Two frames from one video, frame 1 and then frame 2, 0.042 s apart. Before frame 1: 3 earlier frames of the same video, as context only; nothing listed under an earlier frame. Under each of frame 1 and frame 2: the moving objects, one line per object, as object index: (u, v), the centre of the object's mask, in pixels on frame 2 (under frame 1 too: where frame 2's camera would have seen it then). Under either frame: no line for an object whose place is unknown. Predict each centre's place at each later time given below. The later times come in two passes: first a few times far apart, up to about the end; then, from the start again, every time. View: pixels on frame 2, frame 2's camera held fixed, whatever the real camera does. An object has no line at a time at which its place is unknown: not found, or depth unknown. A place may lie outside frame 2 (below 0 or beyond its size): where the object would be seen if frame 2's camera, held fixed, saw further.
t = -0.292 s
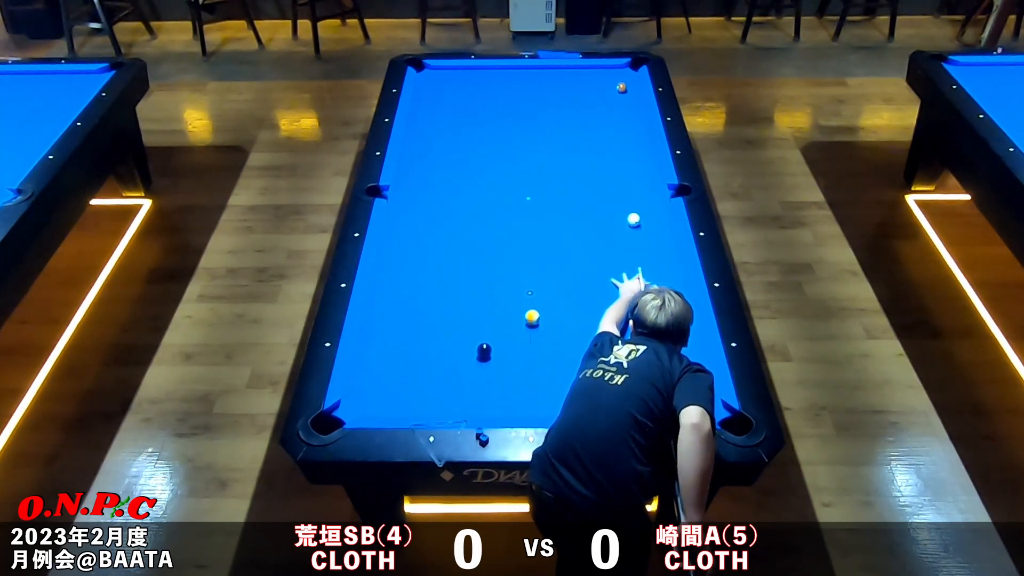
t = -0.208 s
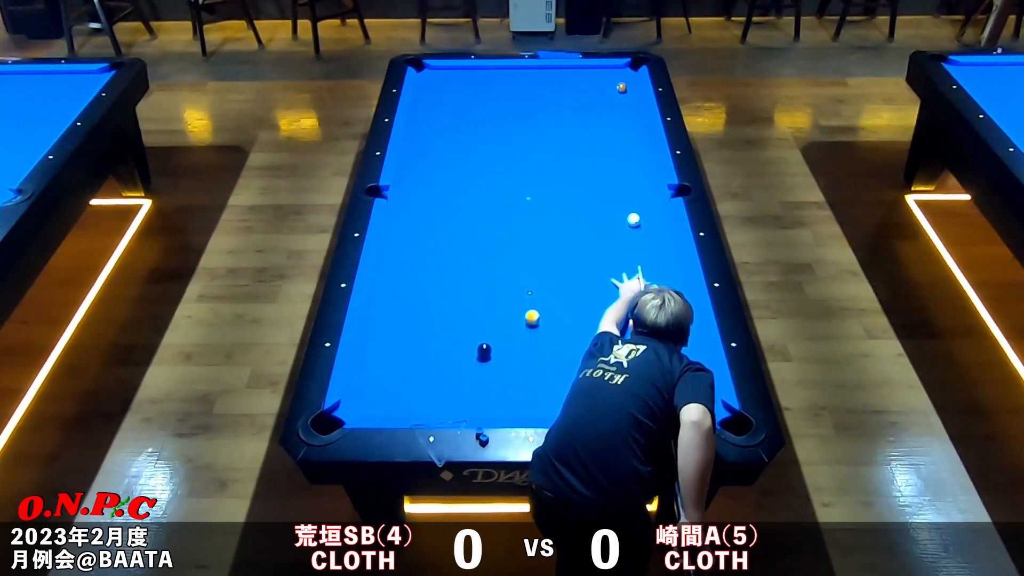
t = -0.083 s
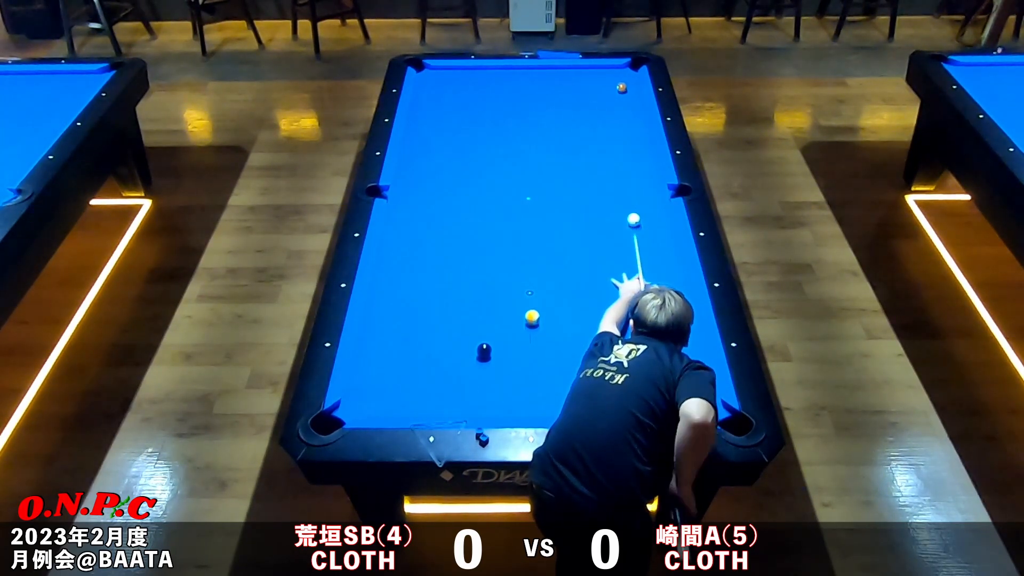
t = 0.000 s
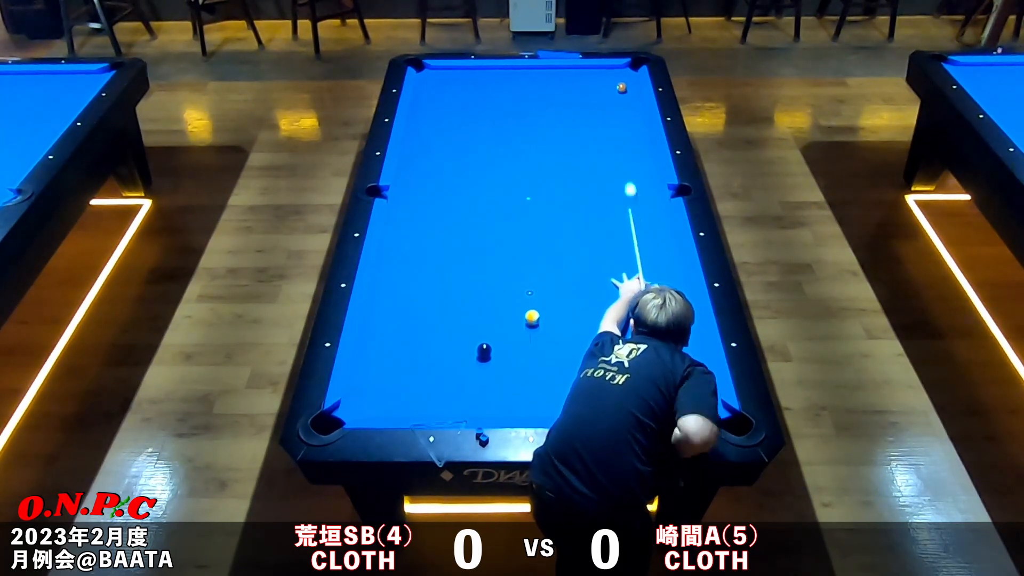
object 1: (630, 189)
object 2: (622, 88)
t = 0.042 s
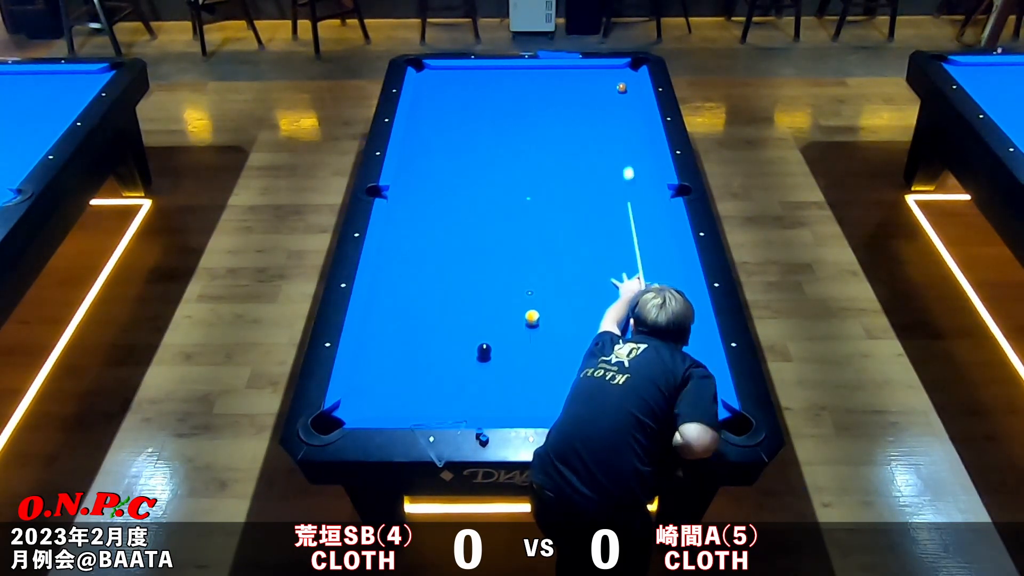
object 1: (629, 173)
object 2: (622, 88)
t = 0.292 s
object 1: (614, 91)
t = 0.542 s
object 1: (577, 76)
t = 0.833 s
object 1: (538, 77)
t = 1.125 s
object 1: (498, 90)
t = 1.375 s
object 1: (462, 103)
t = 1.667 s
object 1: (418, 118)
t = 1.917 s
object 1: (424, 131)
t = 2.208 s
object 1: (445, 146)
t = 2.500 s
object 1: (466, 162)
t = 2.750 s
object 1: (485, 175)
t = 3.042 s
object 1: (505, 191)
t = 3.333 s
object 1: (527, 206)
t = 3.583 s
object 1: (546, 219)
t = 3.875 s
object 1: (568, 236)
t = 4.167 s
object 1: (590, 251)
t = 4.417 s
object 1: (609, 265)
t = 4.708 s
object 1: (631, 280)
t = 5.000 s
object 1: (652, 295)
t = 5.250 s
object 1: (670, 307)
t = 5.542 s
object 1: (691, 322)
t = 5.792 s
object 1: (689, 329)
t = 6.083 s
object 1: (684, 337)
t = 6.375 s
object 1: (678, 343)
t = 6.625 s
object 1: (674, 347)
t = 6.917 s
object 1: (671, 351)
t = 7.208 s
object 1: (668, 354)
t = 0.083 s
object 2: (622, 88)
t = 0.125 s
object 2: (622, 88)
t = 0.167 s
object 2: (622, 88)
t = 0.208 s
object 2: (622, 88)
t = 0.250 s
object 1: (619, 93)
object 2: (623, 86)
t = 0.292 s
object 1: (614, 91)
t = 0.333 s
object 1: (606, 89)
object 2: (632, 69)
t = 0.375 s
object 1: (600, 87)
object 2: (636, 63)
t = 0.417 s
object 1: (593, 85)
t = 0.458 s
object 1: (588, 83)
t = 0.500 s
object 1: (582, 79)
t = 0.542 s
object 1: (577, 76)
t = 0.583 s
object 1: (571, 72)
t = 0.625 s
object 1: (567, 70)
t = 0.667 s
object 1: (561, 68)
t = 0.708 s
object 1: (556, 70)
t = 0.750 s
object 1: (549, 73)
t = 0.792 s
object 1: (545, 74)
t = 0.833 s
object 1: (538, 77)
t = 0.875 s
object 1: (533, 78)
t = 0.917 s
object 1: (526, 81)
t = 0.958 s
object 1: (522, 82)
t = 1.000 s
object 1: (515, 85)
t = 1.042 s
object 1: (510, 86)
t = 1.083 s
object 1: (503, 89)
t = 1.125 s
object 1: (498, 90)
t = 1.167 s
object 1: (491, 93)
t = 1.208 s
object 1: (486, 94)
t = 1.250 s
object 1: (479, 97)
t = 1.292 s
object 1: (474, 99)
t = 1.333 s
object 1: (467, 101)
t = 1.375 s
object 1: (462, 103)
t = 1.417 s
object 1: (455, 105)
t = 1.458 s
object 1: (450, 107)
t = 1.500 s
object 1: (442, 109)
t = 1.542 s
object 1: (438, 111)
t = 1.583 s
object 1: (430, 114)
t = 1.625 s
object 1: (425, 115)
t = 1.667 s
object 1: (418, 118)
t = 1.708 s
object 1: (413, 120)
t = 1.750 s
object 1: (413, 122)
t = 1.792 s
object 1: (415, 124)
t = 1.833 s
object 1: (419, 127)
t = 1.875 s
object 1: (421, 128)
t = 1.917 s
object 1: (424, 131)
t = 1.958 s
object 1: (427, 133)
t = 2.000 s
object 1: (430, 135)
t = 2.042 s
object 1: (433, 137)
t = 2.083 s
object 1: (436, 140)
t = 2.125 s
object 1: (439, 141)
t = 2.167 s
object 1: (442, 144)
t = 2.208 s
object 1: (445, 146)
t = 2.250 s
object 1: (448, 149)
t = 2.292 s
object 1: (451, 150)
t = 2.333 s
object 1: (454, 153)
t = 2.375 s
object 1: (457, 155)
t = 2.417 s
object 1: (460, 157)
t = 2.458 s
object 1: (463, 159)
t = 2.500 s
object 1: (466, 162)
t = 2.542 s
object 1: (469, 164)
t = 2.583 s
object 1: (472, 166)
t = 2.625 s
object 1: (475, 168)
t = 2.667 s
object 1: (479, 171)
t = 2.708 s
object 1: (481, 173)
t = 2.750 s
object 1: (485, 175)
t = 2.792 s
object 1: (487, 177)
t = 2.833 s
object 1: (491, 180)
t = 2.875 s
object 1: (493, 182)
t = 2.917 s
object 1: (497, 184)
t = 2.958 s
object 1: (499, 186)
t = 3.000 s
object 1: (503, 189)
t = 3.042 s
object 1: (505, 191)
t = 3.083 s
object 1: (509, 193)
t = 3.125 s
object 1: (512, 195)
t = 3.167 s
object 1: (516, 198)
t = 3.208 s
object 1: (518, 199)
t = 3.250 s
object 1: (521, 201)
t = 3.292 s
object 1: (524, 204)
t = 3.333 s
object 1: (527, 206)
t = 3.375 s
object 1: (530, 208)
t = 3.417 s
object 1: (533, 210)
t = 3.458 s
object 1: (537, 213)
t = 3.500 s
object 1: (539, 215)
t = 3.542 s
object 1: (543, 218)
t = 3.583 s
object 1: (546, 219)
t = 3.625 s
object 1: (549, 222)
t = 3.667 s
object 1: (552, 224)
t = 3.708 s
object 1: (556, 227)
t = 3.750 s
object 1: (558, 228)
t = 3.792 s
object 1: (562, 231)
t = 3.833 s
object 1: (564, 233)
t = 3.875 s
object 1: (568, 236)
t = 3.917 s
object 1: (571, 238)
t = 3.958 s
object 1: (575, 240)
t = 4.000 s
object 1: (577, 242)
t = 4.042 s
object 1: (581, 245)
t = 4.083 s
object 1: (584, 247)
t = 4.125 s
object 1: (587, 249)
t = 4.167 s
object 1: (590, 251)
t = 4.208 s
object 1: (593, 254)
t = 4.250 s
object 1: (596, 256)
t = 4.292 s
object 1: (600, 258)
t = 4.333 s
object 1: (602, 260)
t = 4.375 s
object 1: (606, 263)
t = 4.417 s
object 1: (609, 265)
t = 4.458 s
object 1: (613, 267)
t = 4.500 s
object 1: (615, 269)
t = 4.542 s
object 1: (619, 272)
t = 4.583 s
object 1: (621, 273)
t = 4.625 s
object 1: (625, 276)
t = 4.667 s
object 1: (628, 278)
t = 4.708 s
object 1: (631, 280)
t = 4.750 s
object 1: (634, 282)
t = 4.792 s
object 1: (637, 285)
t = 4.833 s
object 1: (640, 286)
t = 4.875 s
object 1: (643, 289)
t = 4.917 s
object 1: (646, 291)
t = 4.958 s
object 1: (649, 293)
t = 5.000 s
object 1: (652, 295)
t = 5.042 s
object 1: (656, 298)
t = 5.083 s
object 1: (658, 299)
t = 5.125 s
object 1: (661, 302)
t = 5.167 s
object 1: (664, 303)
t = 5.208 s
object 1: (667, 306)
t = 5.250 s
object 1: (670, 307)
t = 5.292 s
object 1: (673, 310)
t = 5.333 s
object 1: (676, 311)
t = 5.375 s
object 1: (679, 314)
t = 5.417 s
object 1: (681, 316)
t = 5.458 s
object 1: (685, 318)
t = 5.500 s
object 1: (687, 320)
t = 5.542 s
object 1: (691, 322)
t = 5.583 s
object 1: (693, 324)
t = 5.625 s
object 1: (693, 325)
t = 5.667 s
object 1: (692, 326)
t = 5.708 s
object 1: (691, 327)
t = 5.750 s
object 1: (691, 328)
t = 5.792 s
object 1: (689, 329)
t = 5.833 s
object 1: (689, 330)
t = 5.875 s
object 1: (688, 332)
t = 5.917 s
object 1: (687, 333)
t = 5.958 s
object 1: (686, 334)
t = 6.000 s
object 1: (685, 335)
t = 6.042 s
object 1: (684, 336)
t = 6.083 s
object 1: (684, 337)
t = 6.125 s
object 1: (683, 338)
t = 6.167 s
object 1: (682, 339)
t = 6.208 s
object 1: (681, 340)
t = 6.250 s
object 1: (681, 340)
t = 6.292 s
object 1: (680, 341)
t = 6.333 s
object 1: (679, 342)
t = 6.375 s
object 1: (678, 343)
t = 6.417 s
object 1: (678, 344)
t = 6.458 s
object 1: (677, 344)
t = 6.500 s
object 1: (676, 345)
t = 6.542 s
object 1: (675, 346)
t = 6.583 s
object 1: (675, 346)
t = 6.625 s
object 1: (674, 347)
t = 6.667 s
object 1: (674, 348)
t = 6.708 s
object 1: (673, 348)
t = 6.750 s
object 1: (673, 349)
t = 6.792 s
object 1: (672, 350)
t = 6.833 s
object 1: (672, 350)
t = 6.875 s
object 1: (671, 351)
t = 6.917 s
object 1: (671, 351)
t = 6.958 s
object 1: (670, 352)
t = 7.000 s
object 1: (670, 352)
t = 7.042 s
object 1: (669, 352)
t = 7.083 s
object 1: (669, 353)
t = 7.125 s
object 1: (669, 353)
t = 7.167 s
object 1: (669, 354)
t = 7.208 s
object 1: (668, 354)
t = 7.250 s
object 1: (668, 354)
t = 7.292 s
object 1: (668, 355)
